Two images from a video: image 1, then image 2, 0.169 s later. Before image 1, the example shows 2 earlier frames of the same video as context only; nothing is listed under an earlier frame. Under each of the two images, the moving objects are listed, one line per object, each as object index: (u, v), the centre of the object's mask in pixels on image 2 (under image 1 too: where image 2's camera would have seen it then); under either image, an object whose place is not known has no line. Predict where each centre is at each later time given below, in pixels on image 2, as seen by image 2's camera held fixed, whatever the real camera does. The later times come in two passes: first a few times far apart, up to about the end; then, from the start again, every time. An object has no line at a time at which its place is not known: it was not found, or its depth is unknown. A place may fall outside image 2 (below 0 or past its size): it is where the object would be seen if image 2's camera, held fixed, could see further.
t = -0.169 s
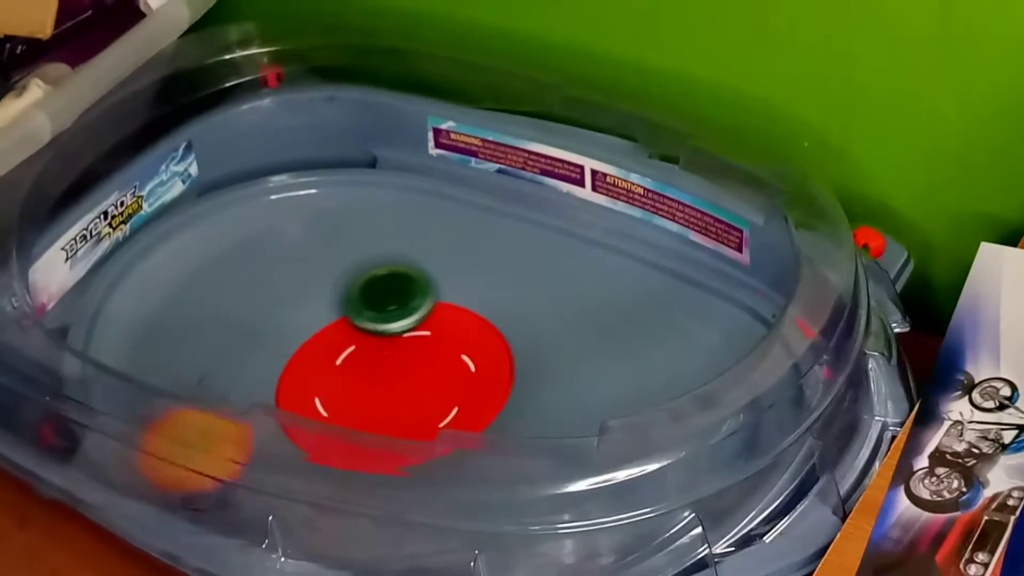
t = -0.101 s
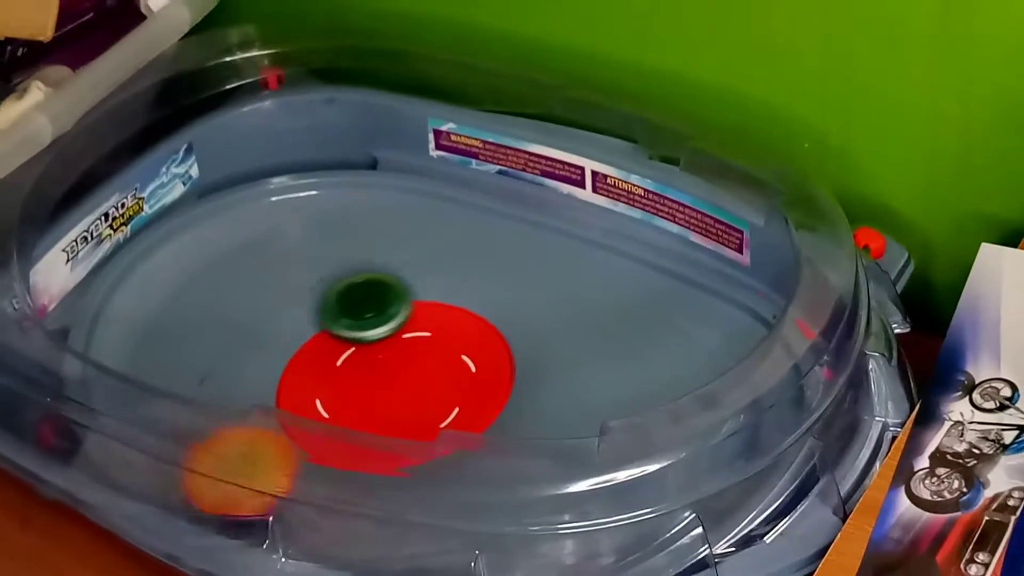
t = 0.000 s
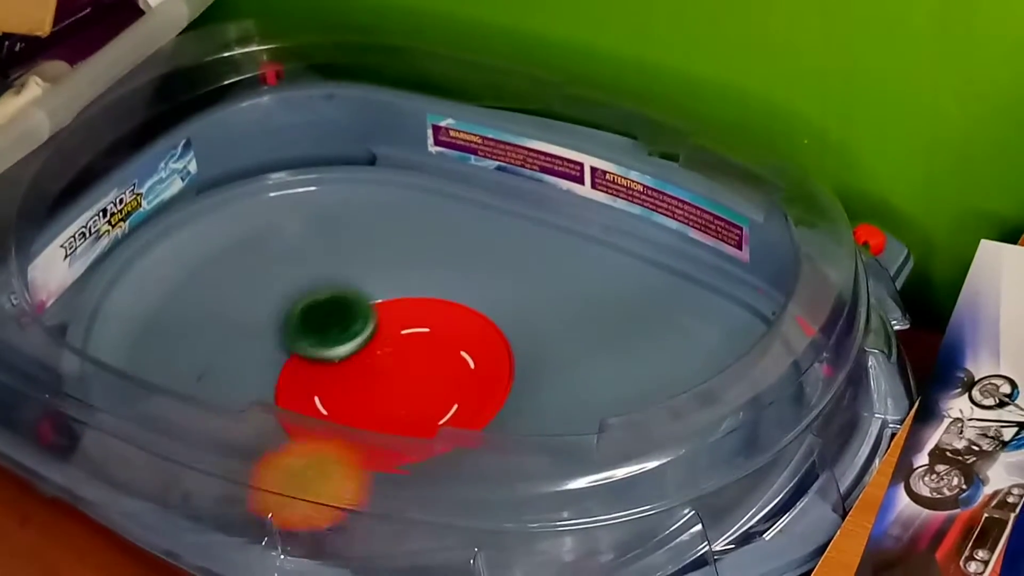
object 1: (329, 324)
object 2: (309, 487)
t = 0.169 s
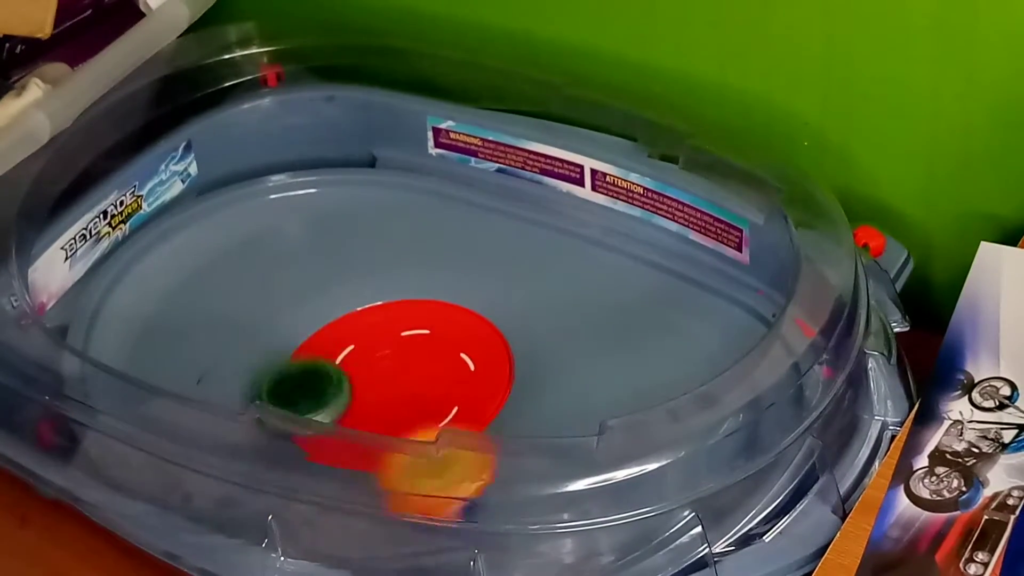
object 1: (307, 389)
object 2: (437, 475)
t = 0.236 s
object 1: (324, 425)
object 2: (487, 449)
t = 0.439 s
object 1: (464, 404)
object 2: (596, 359)
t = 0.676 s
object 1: (376, 348)
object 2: (721, 300)
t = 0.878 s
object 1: (294, 359)
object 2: (689, 313)
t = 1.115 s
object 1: (336, 401)
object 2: (711, 345)
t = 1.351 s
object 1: (427, 379)
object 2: (674, 393)
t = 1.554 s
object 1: (423, 342)
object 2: (610, 411)
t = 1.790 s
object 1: (342, 362)
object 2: (484, 409)
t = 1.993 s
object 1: (329, 381)
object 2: (428, 397)
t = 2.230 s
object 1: (300, 379)
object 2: (403, 393)
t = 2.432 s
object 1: (303, 342)
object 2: (477, 395)
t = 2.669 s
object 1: (308, 332)
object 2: (533, 389)
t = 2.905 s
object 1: (368, 350)
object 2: (494, 392)
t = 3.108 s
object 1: (382, 279)
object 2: (457, 396)
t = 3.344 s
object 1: (312, 215)
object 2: (394, 490)
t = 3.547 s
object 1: (305, 211)
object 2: (332, 502)
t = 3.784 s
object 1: (344, 241)
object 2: (258, 472)
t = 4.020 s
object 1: (385, 340)
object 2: (210, 426)
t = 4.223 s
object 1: (434, 395)
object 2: (205, 381)
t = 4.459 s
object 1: (455, 397)
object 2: (259, 361)
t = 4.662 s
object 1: (436, 397)
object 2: (352, 350)
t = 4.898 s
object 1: (401, 410)
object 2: (374, 296)
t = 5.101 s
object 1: (358, 409)
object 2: (375, 313)
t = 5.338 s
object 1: (324, 401)
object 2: (417, 363)
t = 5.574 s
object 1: (296, 381)
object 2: (460, 383)
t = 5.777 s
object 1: (281, 366)
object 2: (427, 384)
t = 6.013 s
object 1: (294, 347)
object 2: (349, 396)
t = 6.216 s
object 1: (333, 336)
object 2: (327, 399)
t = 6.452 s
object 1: (395, 321)
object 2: (333, 382)
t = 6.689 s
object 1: (465, 278)
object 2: (310, 388)
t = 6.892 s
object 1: (455, 315)
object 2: (351, 375)
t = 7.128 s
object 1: (487, 363)
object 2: (295, 360)
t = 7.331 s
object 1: (455, 401)
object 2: (300, 382)
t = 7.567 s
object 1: (400, 415)
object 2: (335, 342)
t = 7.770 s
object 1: (345, 421)
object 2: (343, 304)
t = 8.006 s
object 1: (293, 385)
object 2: (371, 317)
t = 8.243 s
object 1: (296, 343)
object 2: (412, 362)
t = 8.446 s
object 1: (308, 308)
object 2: (431, 394)
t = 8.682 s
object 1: (356, 308)
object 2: (407, 401)
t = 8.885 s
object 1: (416, 316)
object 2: (352, 385)
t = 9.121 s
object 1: (454, 336)
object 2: (300, 353)
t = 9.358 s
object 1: (459, 383)
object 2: (309, 337)
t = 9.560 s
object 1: (425, 409)
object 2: (364, 347)
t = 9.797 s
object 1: (319, 497)
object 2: (436, 281)
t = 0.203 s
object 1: (310, 412)
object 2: (464, 459)
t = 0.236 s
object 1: (324, 425)
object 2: (487, 449)
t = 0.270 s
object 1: (346, 432)
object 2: (505, 436)
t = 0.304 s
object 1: (373, 435)
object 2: (523, 422)
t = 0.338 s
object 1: (402, 434)
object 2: (539, 403)
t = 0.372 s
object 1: (433, 415)
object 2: (550, 393)
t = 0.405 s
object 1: (465, 409)
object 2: (562, 377)
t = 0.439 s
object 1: (464, 404)
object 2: (596, 359)
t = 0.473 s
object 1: (453, 398)
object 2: (644, 342)
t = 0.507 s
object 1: (442, 389)
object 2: (681, 325)
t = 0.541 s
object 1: (431, 378)
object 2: (716, 309)
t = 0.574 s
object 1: (419, 368)
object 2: (735, 293)
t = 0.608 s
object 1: (406, 359)
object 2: (738, 287)
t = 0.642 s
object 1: (392, 352)
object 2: (733, 295)
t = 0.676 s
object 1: (376, 348)
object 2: (721, 300)
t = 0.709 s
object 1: (360, 344)
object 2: (706, 305)
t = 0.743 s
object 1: (344, 343)
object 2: (691, 307)
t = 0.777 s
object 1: (329, 344)
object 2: (681, 308)
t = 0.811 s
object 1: (315, 347)
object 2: (678, 309)
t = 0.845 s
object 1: (303, 352)
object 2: (682, 310)
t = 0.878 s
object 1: (294, 359)
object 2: (689, 313)
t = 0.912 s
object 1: (289, 367)
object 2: (695, 317)
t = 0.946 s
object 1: (287, 375)
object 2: (700, 318)
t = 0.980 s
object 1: (289, 382)
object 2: (704, 325)
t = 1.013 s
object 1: (293, 392)
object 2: (707, 327)
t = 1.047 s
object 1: (302, 400)
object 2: (708, 332)
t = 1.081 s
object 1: (316, 405)
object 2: (711, 339)
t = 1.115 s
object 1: (336, 401)
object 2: (711, 345)
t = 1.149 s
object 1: (351, 403)
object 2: (709, 351)
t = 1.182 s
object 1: (366, 404)
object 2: (705, 356)
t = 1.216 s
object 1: (381, 404)
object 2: (702, 363)
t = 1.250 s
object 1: (395, 401)
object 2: (696, 371)
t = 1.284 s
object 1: (409, 395)
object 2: (691, 379)
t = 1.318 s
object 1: (419, 387)
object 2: (683, 387)
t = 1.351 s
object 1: (427, 379)
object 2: (674, 393)
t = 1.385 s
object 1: (433, 371)
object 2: (665, 399)
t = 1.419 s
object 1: (436, 363)
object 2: (656, 403)
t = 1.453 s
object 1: (438, 356)
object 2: (647, 405)
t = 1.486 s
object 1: (436, 350)
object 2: (635, 406)
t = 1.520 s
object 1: (430, 346)
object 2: (624, 409)
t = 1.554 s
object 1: (423, 342)
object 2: (610, 411)
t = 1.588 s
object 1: (414, 341)
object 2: (594, 413)
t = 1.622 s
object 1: (401, 340)
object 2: (576, 412)
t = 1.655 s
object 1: (387, 342)
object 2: (559, 414)
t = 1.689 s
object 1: (372, 346)
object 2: (541, 416)
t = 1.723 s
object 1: (360, 351)
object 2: (521, 416)
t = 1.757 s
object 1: (349, 356)
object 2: (502, 418)
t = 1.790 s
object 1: (342, 362)
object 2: (484, 409)
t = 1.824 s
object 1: (337, 368)
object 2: (463, 410)
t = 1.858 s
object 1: (335, 373)
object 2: (445, 409)
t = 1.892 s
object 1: (335, 379)
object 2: (432, 408)
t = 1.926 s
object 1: (337, 383)
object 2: (426, 404)
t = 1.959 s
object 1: (336, 385)
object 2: (425, 399)
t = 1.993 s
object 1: (329, 381)
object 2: (428, 397)
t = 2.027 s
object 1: (322, 379)
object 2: (428, 395)
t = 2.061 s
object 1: (317, 379)
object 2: (424, 391)
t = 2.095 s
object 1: (313, 379)
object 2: (416, 389)
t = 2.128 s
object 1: (311, 381)
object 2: (407, 389)
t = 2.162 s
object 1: (305, 381)
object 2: (402, 390)
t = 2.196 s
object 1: (301, 379)
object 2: (402, 392)
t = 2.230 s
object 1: (300, 379)
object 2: (403, 393)
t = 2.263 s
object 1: (304, 379)
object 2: (405, 393)
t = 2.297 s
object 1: (310, 380)
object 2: (405, 392)
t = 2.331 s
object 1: (316, 375)
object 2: (412, 395)
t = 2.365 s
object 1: (312, 362)
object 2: (434, 400)
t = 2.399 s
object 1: (307, 351)
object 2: (457, 398)
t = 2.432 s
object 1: (303, 342)
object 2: (477, 395)
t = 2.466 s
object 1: (301, 335)
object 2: (495, 391)
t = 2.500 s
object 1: (300, 331)
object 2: (509, 388)
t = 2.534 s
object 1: (300, 328)
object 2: (519, 387)
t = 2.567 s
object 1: (301, 327)
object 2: (526, 387)
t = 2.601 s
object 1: (303, 327)
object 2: (530, 387)
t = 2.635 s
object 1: (305, 329)
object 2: (532, 388)
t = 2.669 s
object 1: (308, 332)
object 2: (533, 389)
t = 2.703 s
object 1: (312, 334)
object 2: (532, 390)
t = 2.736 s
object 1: (318, 336)
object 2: (529, 390)
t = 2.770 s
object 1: (326, 340)
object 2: (524, 391)
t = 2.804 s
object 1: (336, 345)
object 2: (518, 392)
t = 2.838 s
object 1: (346, 347)
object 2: (511, 393)
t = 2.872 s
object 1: (357, 349)
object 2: (503, 393)
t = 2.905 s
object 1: (368, 350)
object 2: (494, 392)
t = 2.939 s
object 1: (378, 348)
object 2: (486, 388)
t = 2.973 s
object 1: (387, 344)
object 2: (479, 381)
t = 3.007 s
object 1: (395, 339)
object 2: (472, 373)
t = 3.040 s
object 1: (399, 331)
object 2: (462, 368)
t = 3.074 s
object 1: (394, 307)
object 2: (460, 382)
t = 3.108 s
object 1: (382, 279)
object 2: (457, 396)
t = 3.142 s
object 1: (368, 257)
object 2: (455, 403)
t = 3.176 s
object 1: (354, 243)
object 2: (455, 415)
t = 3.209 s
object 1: (343, 235)
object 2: (449, 428)
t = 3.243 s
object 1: (331, 226)
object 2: (439, 442)
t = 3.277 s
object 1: (324, 222)
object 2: (421, 461)
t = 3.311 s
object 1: (318, 218)
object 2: (409, 477)
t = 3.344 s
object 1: (312, 215)
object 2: (394, 490)
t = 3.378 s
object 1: (308, 213)
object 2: (377, 503)
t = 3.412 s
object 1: (305, 212)
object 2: (361, 510)
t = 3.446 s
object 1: (303, 211)
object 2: (355, 509)
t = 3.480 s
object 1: (303, 210)
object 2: (349, 506)
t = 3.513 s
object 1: (303, 210)
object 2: (341, 504)
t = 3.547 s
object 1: (305, 211)
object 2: (332, 502)
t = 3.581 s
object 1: (308, 212)
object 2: (323, 500)
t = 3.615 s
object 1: (312, 214)
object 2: (313, 496)
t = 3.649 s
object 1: (319, 220)
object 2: (302, 492)
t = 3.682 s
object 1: (325, 224)
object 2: (290, 488)
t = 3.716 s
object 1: (330, 228)
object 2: (278, 483)
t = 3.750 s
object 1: (338, 236)
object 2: (269, 477)
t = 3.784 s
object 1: (344, 241)
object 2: (258, 472)
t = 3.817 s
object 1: (352, 252)
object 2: (249, 466)
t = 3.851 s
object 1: (359, 263)
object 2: (241, 459)
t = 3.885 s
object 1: (364, 277)
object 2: (234, 453)
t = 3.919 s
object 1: (368, 294)
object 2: (227, 445)
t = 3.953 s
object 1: (372, 308)
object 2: (221, 438)
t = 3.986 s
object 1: (377, 322)
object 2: (215, 432)
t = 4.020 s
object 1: (385, 340)
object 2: (210, 426)
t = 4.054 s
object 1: (392, 352)
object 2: (206, 419)
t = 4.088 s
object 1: (400, 363)
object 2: (204, 409)
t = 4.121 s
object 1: (409, 372)
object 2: (203, 402)
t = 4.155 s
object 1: (417, 381)
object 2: (203, 395)
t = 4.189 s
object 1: (426, 389)
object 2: (203, 389)
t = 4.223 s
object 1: (434, 395)
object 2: (205, 381)
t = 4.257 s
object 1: (440, 398)
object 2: (209, 371)
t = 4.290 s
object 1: (446, 401)
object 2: (212, 367)
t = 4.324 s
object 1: (452, 401)
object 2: (217, 363)
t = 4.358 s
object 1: (455, 401)
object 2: (223, 360)
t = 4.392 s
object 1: (456, 400)
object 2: (232, 357)
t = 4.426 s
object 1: (456, 398)
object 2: (244, 357)
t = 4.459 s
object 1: (455, 397)
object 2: (259, 361)
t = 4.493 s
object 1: (450, 395)
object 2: (277, 366)
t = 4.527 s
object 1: (444, 393)
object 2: (294, 371)
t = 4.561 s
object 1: (437, 392)
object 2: (316, 372)
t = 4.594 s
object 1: (431, 392)
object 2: (335, 370)
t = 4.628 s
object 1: (434, 394)
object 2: (344, 360)
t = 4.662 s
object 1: (436, 397)
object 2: (352, 350)
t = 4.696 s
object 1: (434, 401)
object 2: (359, 340)
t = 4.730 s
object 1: (429, 404)
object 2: (365, 330)
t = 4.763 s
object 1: (423, 406)
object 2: (368, 322)
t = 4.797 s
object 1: (418, 407)
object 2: (372, 313)
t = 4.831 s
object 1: (412, 408)
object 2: (374, 306)
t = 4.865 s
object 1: (406, 410)
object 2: (374, 300)
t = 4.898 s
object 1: (401, 410)
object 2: (374, 296)
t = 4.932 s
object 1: (395, 410)
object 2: (373, 294)
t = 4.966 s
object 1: (387, 410)
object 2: (372, 294)
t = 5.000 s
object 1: (379, 410)
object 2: (371, 297)
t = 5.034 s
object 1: (371, 410)
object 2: (371, 301)
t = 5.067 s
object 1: (364, 410)
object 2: (372, 306)
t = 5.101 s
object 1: (358, 409)
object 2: (375, 313)
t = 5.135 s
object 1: (352, 408)
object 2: (378, 320)
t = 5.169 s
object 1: (346, 408)
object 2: (382, 327)
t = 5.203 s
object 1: (335, 413)
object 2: (388, 335)
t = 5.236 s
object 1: (329, 413)
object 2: (395, 342)
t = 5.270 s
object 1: (324, 412)
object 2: (402, 350)
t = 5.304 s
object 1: (327, 403)
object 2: (409, 357)
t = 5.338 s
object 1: (324, 401)
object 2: (417, 363)
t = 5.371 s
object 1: (320, 398)
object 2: (425, 369)
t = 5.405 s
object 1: (318, 396)
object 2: (433, 374)
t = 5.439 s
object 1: (314, 393)
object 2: (440, 377)
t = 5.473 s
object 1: (310, 390)
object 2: (447, 379)
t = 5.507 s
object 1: (305, 388)
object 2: (453, 381)
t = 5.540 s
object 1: (300, 384)
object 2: (458, 383)
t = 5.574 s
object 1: (296, 381)
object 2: (460, 383)
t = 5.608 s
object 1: (291, 378)
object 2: (460, 382)
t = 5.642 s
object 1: (287, 376)
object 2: (458, 383)
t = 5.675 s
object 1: (285, 373)
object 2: (453, 383)
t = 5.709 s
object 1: (283, 371)
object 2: (445, 384)
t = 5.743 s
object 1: (282, 368)
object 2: (438, 384)
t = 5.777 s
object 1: (281, 366)
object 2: (427, 384)
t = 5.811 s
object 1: (282, 364)
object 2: (418, 385)
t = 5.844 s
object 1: (283, 362)
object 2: (405, 386)
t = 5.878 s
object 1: (285, 360)
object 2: (392, 387)
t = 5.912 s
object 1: (287, 357)
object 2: (378, 388)
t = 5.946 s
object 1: (289, 355)
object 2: (365, 391)
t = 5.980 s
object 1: (291, 350)
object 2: (355, 393)
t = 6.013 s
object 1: (294, 347)
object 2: (349, 396)
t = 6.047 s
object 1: (298, 345)
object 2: (342, 398)
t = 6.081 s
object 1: (304, 343)
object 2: (338, 399)
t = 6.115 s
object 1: (311, 341)
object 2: (333, 400)
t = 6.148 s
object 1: (318, 339)
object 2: (330, 400)
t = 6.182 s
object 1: (326, 338)
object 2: (328, 399)
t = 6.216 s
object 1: (333, 336)
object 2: (327, 399)
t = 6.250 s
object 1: (341, 335)
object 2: (327, 398)
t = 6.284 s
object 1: (350, 334)
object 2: (327, 396)
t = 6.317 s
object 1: (359, 333)
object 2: (330, 395)
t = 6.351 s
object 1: (367, 330)
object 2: (332, 393)
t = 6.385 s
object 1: (375, 328)
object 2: (334, 390)
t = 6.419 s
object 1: (383, 326)
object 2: (338, 386)
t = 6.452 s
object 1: (395, 321)
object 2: (333, 382)
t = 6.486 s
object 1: (414, 310)
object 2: (323, 384)
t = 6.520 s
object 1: (429, 297)
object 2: (316, 386)
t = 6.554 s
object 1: (440, 289)
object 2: (310, 386)
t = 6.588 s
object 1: (449, 283)
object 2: (307, 386)
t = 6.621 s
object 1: (457, 279)
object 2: (305, 387)
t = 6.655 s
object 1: (463, 277)
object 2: (306, 387)
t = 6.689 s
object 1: (465, 278)
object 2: (310, 388)
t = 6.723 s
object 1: (464, 282)
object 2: (315, 389)
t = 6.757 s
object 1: (462, 286)
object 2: (320, 388)
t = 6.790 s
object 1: (461, 292)
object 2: (327, 386)
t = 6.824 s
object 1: (460, 299)
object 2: (334, 383)
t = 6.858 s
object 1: (457, 306)
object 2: (342, 380)
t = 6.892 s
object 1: (455, 315)
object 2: (351, 375)
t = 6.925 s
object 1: (453, 323)
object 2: (360, 369)
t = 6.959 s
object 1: (454, 330)
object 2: (363, 364)
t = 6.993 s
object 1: (466, 333)
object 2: (345, 360)
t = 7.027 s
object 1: (476, 340)
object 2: (331, 358)
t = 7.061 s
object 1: (482, 347)
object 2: (319, 357)
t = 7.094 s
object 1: (485, 354)
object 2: (306, 359)
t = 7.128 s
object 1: (487, 363)
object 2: (295, 360)
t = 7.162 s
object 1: (487, 372)
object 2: (286, 363)
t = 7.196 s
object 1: (486, 381)
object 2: (280, 365)
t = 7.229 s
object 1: (481, 388)
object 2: (281, 368)
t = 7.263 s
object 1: (474, 394)
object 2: (283, 373)
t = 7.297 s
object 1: (466, 397)
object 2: (293, 379)
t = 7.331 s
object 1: (455, 401)
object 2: (300, 382)
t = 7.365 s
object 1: (443, 404)
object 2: (311, 383)
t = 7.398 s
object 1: (431, 407)
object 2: (323, 383)
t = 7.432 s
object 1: (421, 410)
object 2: (330, 382)
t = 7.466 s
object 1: (417, 411)
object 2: (335, 371)
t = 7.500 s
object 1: (413, 413)
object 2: (335, 360)
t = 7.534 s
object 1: (407, 414)
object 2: (335, 351)
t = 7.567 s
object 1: (400, 415)
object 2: (335, 342)
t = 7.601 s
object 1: (390, 416)
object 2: (336, 334)
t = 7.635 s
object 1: (377, 428)
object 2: (337, 326)
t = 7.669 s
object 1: (368, 427)
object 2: (338, 319)
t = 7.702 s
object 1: (357, 427)
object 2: (339, 313)
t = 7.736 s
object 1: (352, 424)
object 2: (341, 308)
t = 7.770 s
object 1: (345, 421)
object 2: (343, 304)
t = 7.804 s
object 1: (335, 417)
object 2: (344, 302)
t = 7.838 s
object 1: (323, 414)
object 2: (347, 301)
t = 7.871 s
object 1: (315, 408)
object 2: (351, 302)
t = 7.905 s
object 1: (308, 398)
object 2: (355, 304)
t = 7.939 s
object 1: (303, 394)
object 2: (360, 307)
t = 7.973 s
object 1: (298, 390)
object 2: (365, 311)
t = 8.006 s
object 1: (293, 385)
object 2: (371, 317)
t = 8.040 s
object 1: (285, 380)
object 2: (377, 321)
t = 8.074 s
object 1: (283, 375)
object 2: (383, 328)
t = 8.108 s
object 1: (286, 370)
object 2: (388, 335)
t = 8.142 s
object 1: (290, 363)
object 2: (395, 342)
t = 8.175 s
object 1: (292, 357)
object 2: (402, 348)
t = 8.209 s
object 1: (294, 350)
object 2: (407, 355)
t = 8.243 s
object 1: (296, 343)
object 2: (412, 362)
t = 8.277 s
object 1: (297, 336)
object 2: (418, 369)
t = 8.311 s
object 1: (299, 330)
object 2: (423, 374)
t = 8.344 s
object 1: (300, 324)
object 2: (426, 379)
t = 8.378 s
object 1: (302, 319)
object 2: (429, 385)
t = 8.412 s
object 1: (305, 314)
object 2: (431, 390)
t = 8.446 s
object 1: (308, 308)
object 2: (431, 394)
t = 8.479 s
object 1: (313, 306)
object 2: (432, 397)
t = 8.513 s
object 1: (319, 306)
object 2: (429, 399)
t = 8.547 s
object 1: (326, 307)
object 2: (428, 400)
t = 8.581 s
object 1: (333, 307)
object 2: (425, 401)
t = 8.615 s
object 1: (340, 307)
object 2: (420, 402)
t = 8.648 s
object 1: (347, 308)
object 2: (414, 402)
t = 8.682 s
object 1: (356, 308)
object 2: (407, 401)
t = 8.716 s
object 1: (366, 310)
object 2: (398, 400)
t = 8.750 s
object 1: (376, 311)
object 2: (389, 398)
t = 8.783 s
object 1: (386, 313)
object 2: (380, 396)
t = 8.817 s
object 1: (396, 314)
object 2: (372, 393)
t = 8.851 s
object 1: (406, 315)
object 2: (361, 390)
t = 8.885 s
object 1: (416, 316)
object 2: (352, 385)
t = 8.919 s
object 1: (426, 317)
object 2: (342, 380)
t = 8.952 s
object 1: (435, 318)
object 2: (333, 376)
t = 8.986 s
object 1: (443, 320)
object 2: (324, 371)
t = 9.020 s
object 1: (448, 323)
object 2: (316, 367)
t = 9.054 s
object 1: (450, 326)
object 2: (309, 361)
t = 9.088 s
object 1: (452, 330)
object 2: (303, 357)
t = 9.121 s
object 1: (454, 336)
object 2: (300, 353)
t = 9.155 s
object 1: (456, 342)
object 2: (296, 350)
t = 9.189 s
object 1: (458, 349)
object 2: (294, 346)
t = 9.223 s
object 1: (459, 356)
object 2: (295, 343)
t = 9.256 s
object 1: (460, 363)
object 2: (297, 340)
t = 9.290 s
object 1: (461, 369)
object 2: (299, 337)
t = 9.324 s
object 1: (460, 376)
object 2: (303, 337)
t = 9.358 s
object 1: (459, 383)
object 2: (309, 337)
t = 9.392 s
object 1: (456, 389)
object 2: (315, 337)
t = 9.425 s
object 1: (452, 394)
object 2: (324, 339)
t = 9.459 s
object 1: (447, 399)
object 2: (333, 340)
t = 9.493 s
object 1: (440, 404)
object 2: (342, 342)
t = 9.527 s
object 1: (433, 407)
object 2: (352, 345)
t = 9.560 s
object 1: (425, 409)
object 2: (364, 347)
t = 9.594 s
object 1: (416, 410)
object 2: (376, 348)
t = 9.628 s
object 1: (407, 417)
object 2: (393, 339)
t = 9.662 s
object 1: (383, 448)
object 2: (403, 324)
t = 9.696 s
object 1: (362, 467)
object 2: (417, 312)
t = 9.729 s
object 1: (352, 476)
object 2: (425, 300)
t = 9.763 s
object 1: (338, 483)
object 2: (430, 290)
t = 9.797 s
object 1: (319, 497)
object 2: (436, 281)
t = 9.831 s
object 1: (298, 508)
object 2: (438, 275)
